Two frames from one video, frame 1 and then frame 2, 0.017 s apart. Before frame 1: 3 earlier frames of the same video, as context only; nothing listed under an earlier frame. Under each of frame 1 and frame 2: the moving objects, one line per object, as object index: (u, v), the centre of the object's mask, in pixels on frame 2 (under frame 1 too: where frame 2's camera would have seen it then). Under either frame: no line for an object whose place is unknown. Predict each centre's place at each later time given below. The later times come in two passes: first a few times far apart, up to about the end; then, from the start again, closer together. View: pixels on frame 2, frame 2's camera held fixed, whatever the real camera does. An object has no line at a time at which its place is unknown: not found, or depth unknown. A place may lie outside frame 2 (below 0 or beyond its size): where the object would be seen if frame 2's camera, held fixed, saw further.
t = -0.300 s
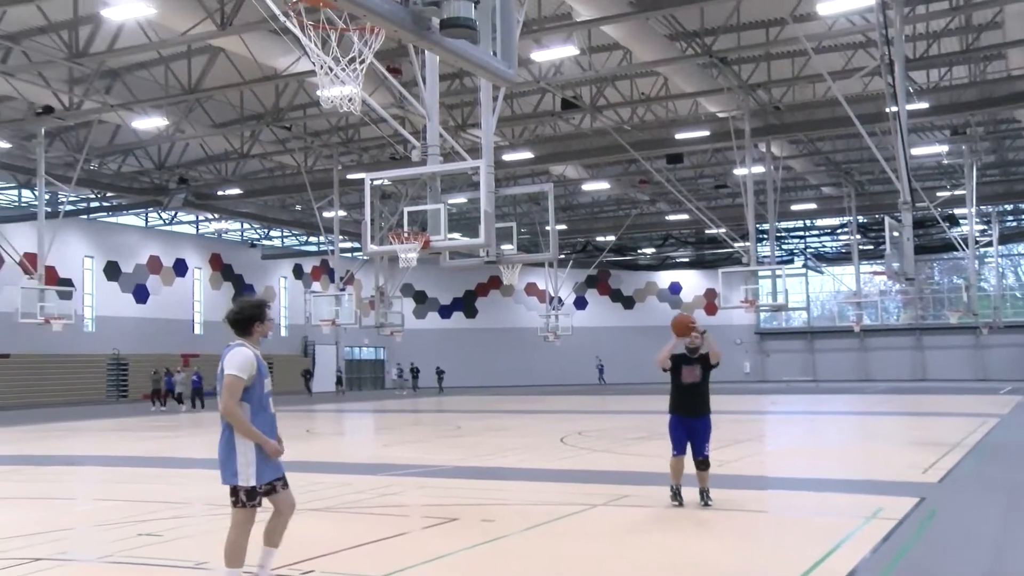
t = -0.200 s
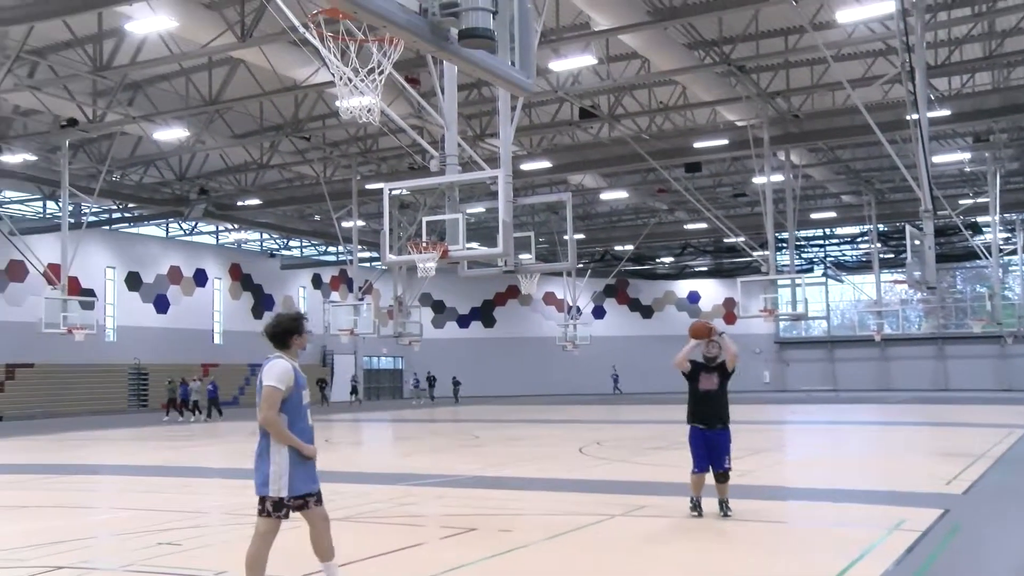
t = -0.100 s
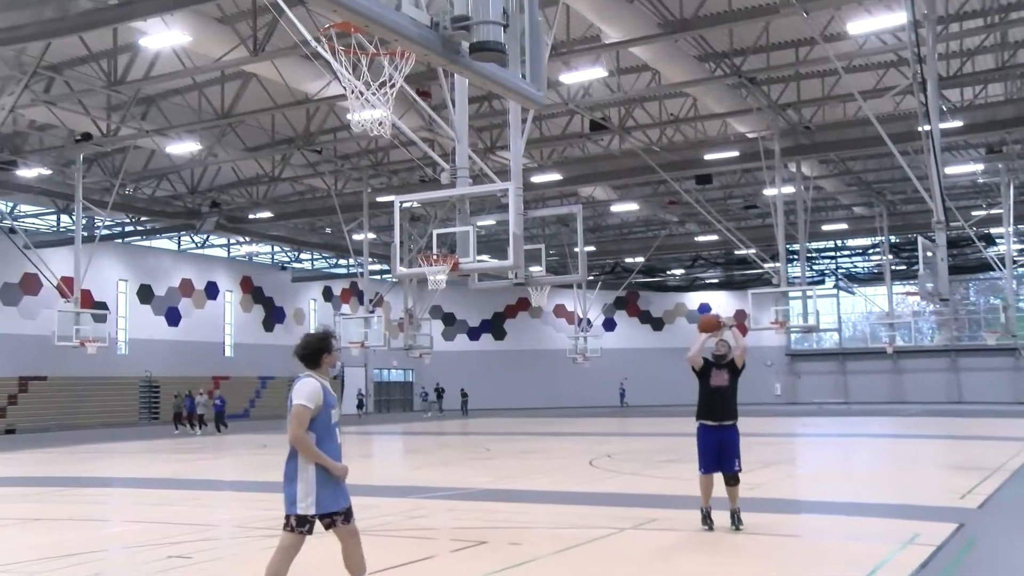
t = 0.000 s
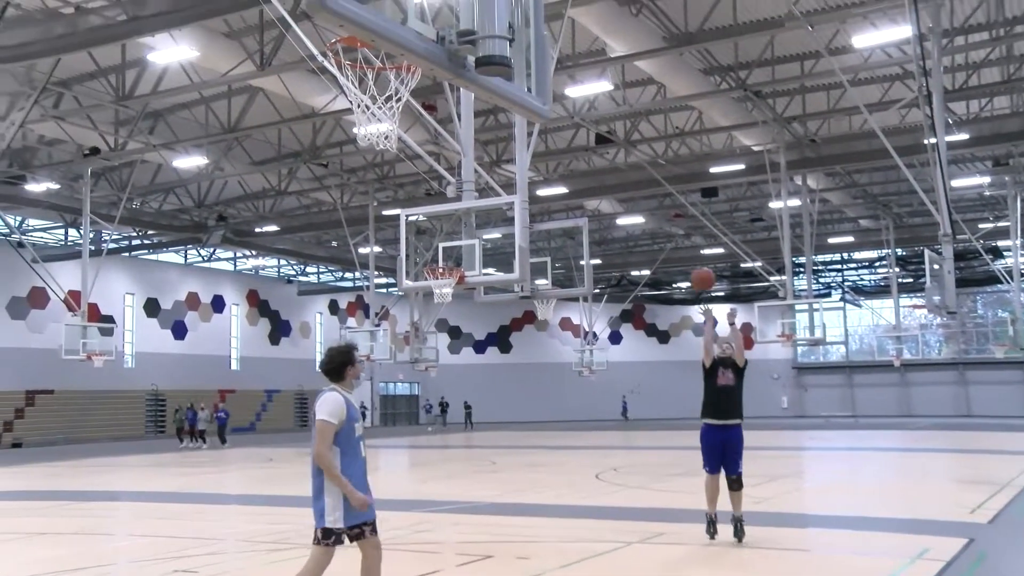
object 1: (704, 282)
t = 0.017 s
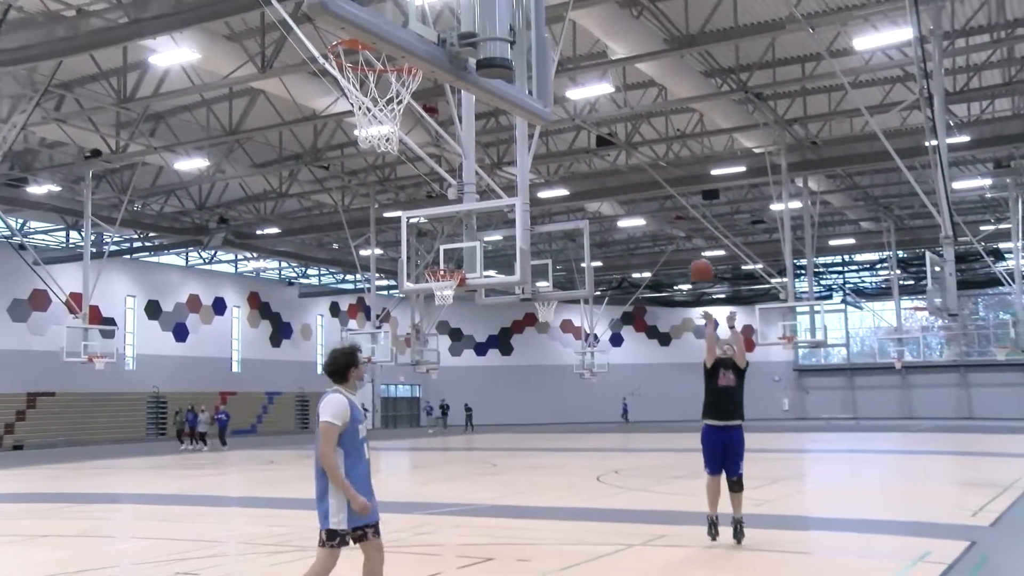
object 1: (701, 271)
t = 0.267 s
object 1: (654, 129)
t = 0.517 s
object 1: (594, 27)
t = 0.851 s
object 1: (468, -12)
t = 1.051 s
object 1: (383, 64)
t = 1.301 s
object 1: (347, 94)
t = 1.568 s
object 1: (366, 201)
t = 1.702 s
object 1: (380, 306)
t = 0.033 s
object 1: (697, 261)
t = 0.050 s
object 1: (694, 250)
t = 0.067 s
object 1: (692, 239)
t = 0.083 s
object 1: (690, 230)
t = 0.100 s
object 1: (686, 222)
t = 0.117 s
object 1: (683, 211)
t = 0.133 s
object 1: (679, 202)
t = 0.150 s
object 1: (677, 192)
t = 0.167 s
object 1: (675, 183)
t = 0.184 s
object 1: (670, 173)
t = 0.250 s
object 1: (658, 138)
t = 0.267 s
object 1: (654, 129)
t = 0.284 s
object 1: (650, 122)
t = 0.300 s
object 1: (647, 114)
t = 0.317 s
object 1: (644, 106)
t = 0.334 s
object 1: (640, 99)
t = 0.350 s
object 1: (637, 91)
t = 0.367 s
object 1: (633, 83)
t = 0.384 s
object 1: (629, 77)
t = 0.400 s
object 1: (624, 70)
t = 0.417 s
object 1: (620, 63)
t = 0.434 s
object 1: (616, 56)
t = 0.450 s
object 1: (612, 51)
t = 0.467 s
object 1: (608, 44)
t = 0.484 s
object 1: (603, 38)
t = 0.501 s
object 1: (599, 32)
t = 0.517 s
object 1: (594, 27)
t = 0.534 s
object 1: (589, 22)
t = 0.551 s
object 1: (585, 17)
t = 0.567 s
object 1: (580, 12)
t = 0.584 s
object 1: (575, 8)
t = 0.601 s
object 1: (570, 3)
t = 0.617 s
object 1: (565, -1)
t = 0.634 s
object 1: (560, -4)
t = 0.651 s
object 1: (557, -6)
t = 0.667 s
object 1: (554, -9)
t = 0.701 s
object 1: (550, -13)
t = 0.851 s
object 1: (468, -12)
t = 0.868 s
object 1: (465, -10)
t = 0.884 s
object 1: (462, -8)
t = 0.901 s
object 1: (458, -5)
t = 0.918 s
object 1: (455, -3)
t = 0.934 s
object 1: (448, 1)
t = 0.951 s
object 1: (441, 6)
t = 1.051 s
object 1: (383, 64)
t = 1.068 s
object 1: (380, 69)
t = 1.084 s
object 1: (370, 74)
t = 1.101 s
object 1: (365, 79)
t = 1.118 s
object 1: (362, 79)
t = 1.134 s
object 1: (358, 77)
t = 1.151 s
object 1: (356, 77)
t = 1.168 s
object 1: (354, 77)
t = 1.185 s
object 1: (354, 79)
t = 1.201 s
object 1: (352, 78)
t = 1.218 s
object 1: (351, 79)
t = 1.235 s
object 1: (350, 80)
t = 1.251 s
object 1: (348, 82)
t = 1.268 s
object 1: (349, 90)
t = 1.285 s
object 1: (348, 92)
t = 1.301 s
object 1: (347, 94)
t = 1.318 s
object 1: (347, 98)
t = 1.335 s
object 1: (346, 102)
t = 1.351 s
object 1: (344, 107)
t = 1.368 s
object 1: (344, 111)
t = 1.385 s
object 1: (347, 116)
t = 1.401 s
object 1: (347, 121)
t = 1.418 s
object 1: (351, 126)
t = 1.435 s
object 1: (353, 135)
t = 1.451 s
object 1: (355, 141)
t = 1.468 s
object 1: (357, 147)
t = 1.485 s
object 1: (359, 154)
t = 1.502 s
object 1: (360, 161)
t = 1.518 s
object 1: (362, 171)
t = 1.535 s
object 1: (363, 181)
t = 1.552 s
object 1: (364, 191)
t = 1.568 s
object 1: (366, 201)
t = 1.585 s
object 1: (368, 213)
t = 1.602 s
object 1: (370, 225)
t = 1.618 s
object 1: (372, 238)
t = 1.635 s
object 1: (373, 251)
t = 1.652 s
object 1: (375, 264)
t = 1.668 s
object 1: (377, 279)
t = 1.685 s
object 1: (378, 292)
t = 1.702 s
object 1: (380, 306)
